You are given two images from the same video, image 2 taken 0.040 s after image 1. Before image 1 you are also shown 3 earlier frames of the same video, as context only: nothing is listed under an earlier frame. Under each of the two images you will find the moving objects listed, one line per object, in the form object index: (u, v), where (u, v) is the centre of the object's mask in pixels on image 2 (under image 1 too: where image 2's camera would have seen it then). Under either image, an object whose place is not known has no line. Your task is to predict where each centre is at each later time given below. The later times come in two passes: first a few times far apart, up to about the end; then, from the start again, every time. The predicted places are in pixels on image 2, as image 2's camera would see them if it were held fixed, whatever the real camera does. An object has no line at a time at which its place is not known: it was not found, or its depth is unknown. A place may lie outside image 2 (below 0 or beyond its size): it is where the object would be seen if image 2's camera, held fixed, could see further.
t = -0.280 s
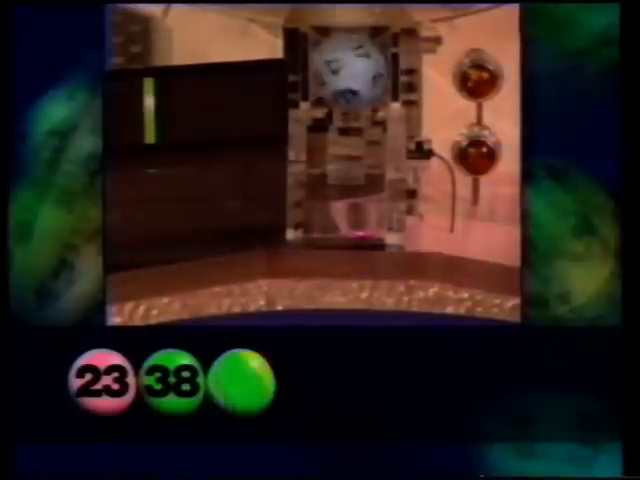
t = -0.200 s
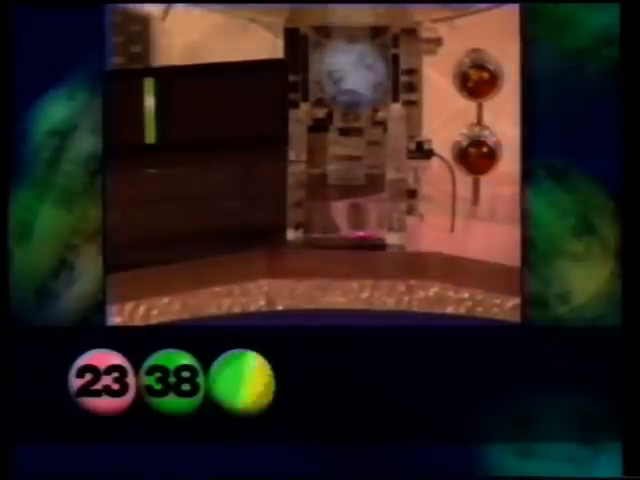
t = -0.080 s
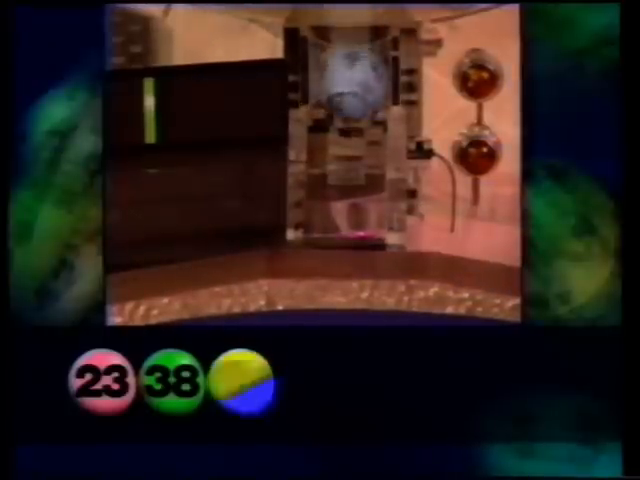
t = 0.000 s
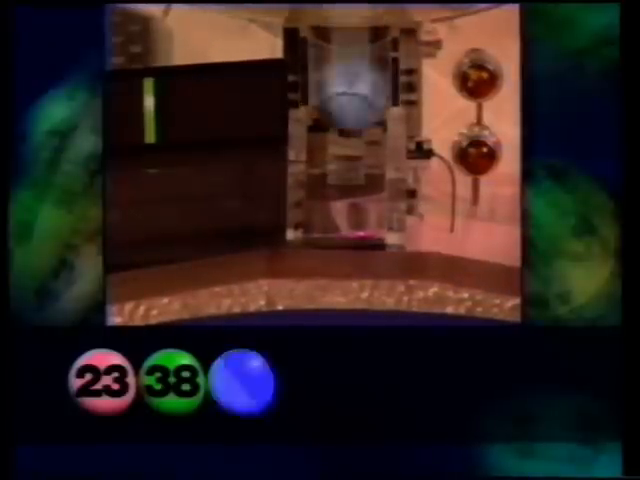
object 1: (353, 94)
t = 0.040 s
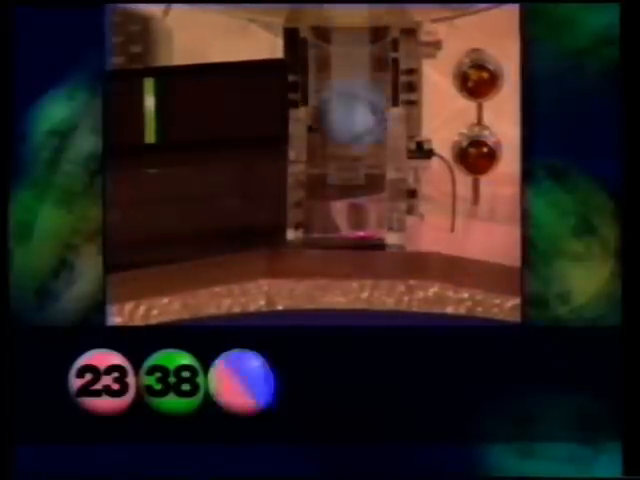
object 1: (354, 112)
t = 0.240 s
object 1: (351, 173)
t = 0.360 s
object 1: (313, 199)
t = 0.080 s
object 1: (353, 146)
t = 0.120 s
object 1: (353, 155)
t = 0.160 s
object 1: (353, 160)
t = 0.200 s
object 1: (351, 168)
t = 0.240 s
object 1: (351, 173)
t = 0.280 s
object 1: (344, 189)
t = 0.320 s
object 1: (334, 195)
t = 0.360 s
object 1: (313, 199)
